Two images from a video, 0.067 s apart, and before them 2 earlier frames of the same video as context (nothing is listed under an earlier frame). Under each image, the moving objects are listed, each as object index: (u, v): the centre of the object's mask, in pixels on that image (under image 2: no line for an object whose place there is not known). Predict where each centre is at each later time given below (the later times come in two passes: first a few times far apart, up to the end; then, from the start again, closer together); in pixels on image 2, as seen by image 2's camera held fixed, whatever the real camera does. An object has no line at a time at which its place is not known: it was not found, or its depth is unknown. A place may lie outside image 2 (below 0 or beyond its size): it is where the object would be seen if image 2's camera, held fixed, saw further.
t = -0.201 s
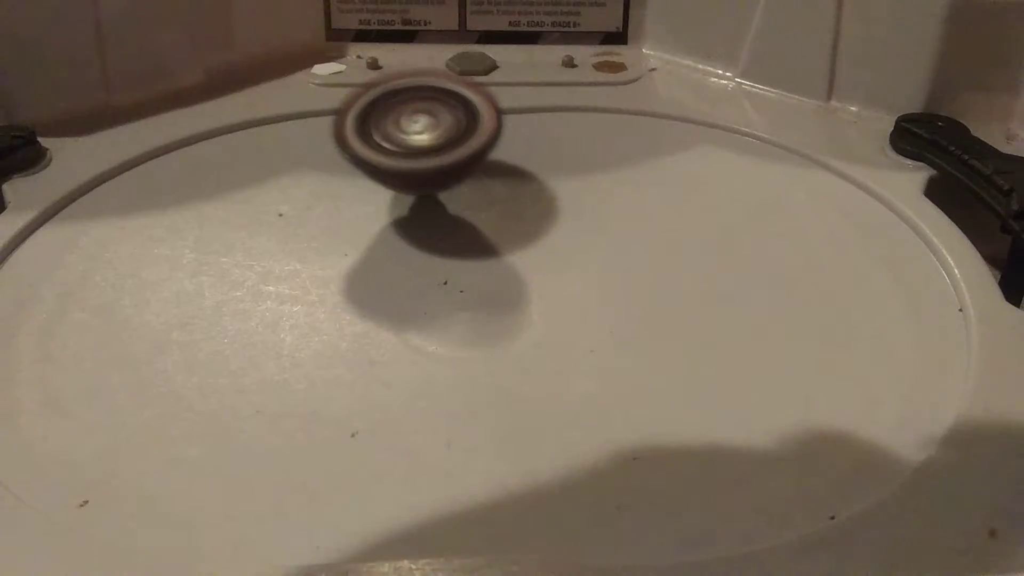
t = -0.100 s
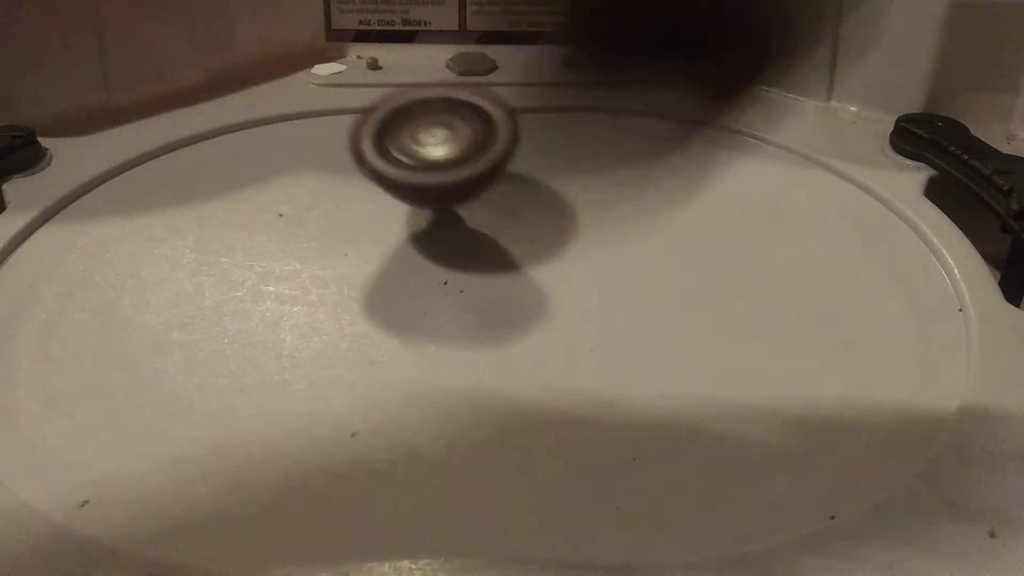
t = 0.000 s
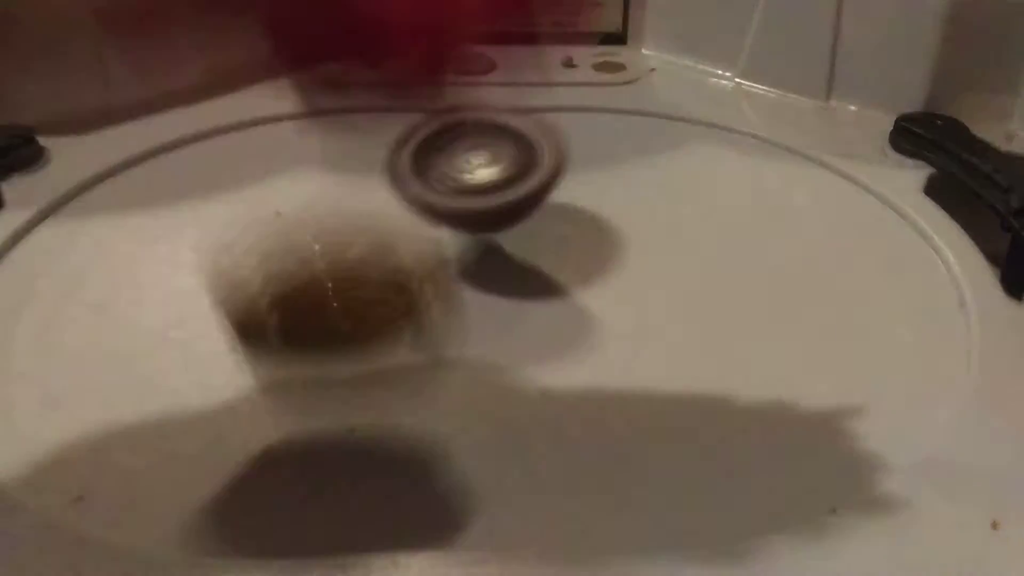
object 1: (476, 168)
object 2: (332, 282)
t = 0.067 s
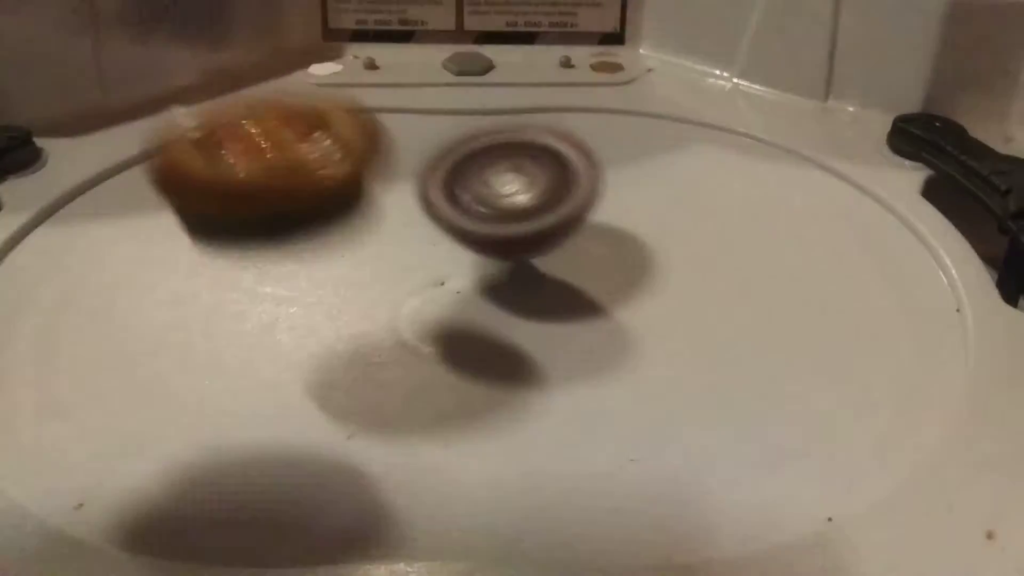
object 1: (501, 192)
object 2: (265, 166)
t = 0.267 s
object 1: (660, 214)
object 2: (238, 178)
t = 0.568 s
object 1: (825, 180)
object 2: (309, 253)
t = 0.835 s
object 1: (793, 160)
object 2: (488, 278)
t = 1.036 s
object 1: (736, 184)
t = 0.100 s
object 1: (527, 194)
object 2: (244, 146)
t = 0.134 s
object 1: (552, 203)
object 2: (230, 175)
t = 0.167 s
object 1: (578, 208)
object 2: (222, 216)
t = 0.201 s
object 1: (605, 200)
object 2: (220, 182)
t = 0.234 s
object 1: (634, 208)
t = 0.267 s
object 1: (660, 214)
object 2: (238, 178)
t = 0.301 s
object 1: (683, 217)
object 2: (252, 192)
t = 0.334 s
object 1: (725, 216)
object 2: (262, 182)
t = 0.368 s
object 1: (750, 214)
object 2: (278, 195)
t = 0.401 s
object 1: (760, 212)
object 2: (285, 195)
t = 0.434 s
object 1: (781, 207)
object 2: (294, 207)
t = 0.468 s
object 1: (809, 200)
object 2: (300, 215)
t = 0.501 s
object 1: (821, 192)
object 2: (303, 229)
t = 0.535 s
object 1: (819, 185)
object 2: (306, 242)
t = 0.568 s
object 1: (825, 180)
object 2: (309, 253)
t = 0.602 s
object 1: (835, 176)
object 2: (317, 264)
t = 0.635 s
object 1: (834, 172)
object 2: (331, 274)
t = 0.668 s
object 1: (826, 168)
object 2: (352, 282)
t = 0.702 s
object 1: (823, 165)
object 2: (379, 286)
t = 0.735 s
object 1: (819, 163)
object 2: (412, 286)
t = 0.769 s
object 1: (814, 161)
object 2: (449, 282)
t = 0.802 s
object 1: (806, 162)
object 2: (473, 278)
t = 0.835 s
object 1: (793, 160)
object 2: (488, 278)
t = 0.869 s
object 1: (780, 162)
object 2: (496, 280)
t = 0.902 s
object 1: (765, 166)
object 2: (502, 282)
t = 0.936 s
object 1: (753, 170)
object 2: (512, 279)
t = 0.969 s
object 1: (730, 180)
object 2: (527, 271)
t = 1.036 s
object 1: (736, 184)
